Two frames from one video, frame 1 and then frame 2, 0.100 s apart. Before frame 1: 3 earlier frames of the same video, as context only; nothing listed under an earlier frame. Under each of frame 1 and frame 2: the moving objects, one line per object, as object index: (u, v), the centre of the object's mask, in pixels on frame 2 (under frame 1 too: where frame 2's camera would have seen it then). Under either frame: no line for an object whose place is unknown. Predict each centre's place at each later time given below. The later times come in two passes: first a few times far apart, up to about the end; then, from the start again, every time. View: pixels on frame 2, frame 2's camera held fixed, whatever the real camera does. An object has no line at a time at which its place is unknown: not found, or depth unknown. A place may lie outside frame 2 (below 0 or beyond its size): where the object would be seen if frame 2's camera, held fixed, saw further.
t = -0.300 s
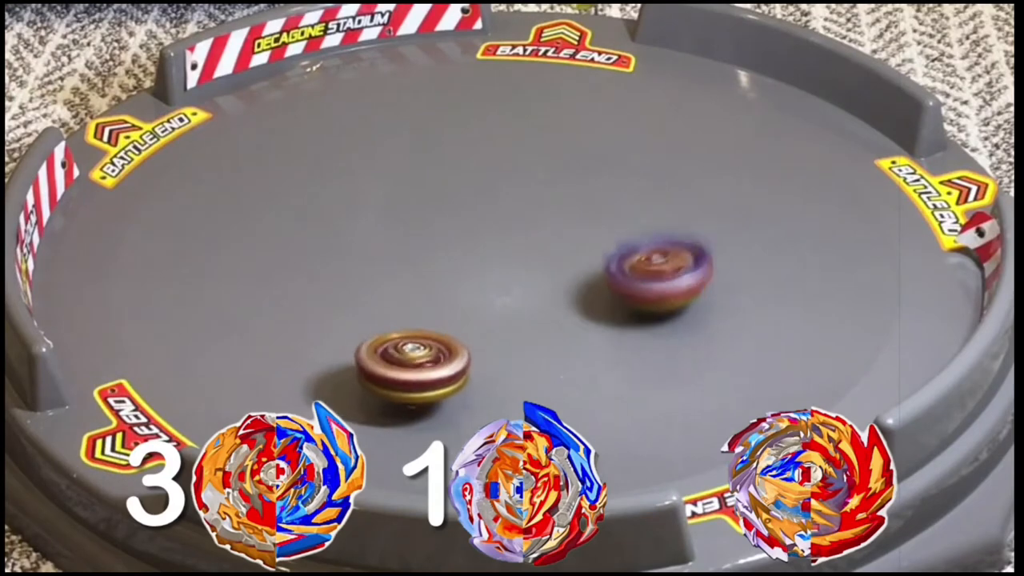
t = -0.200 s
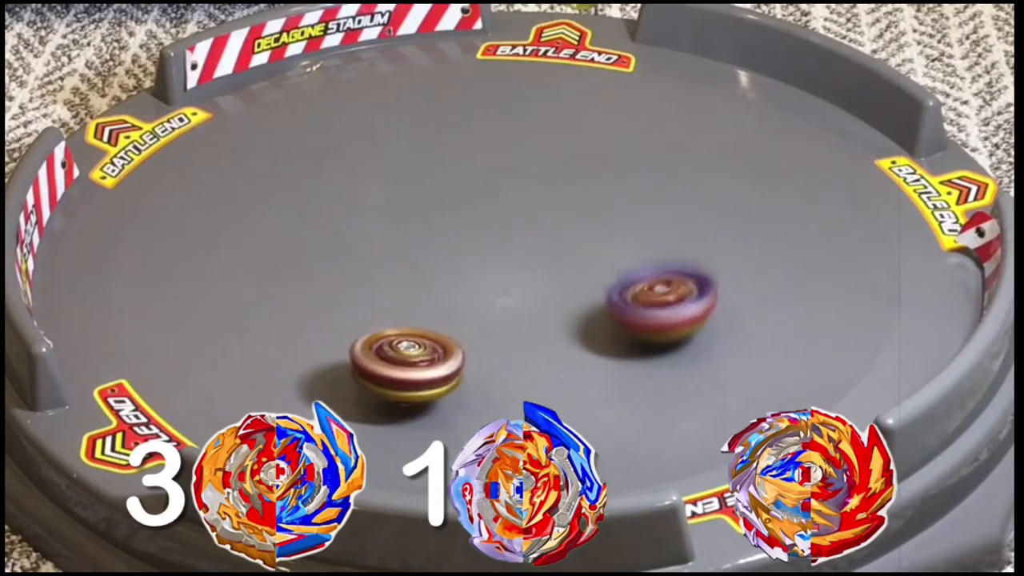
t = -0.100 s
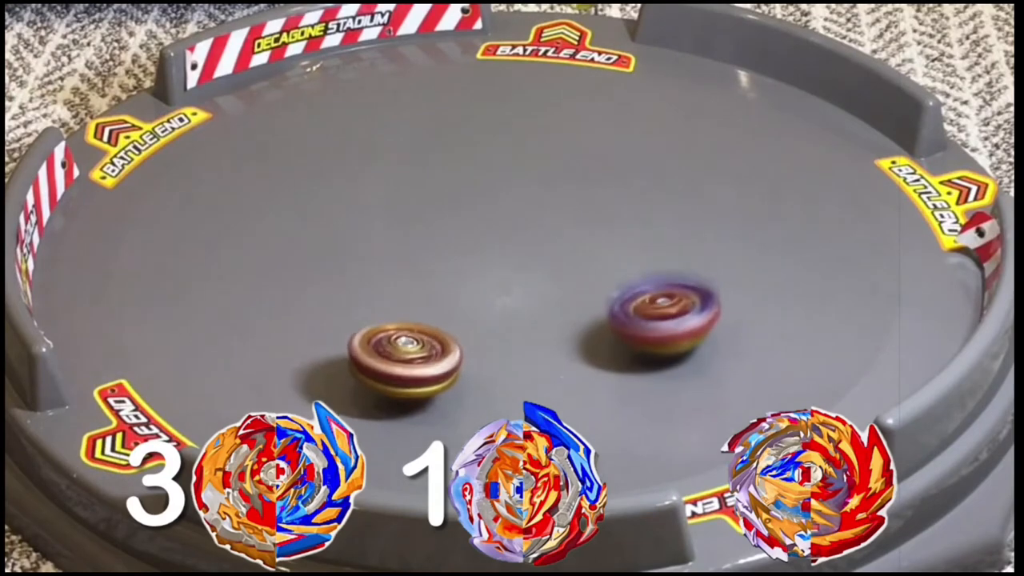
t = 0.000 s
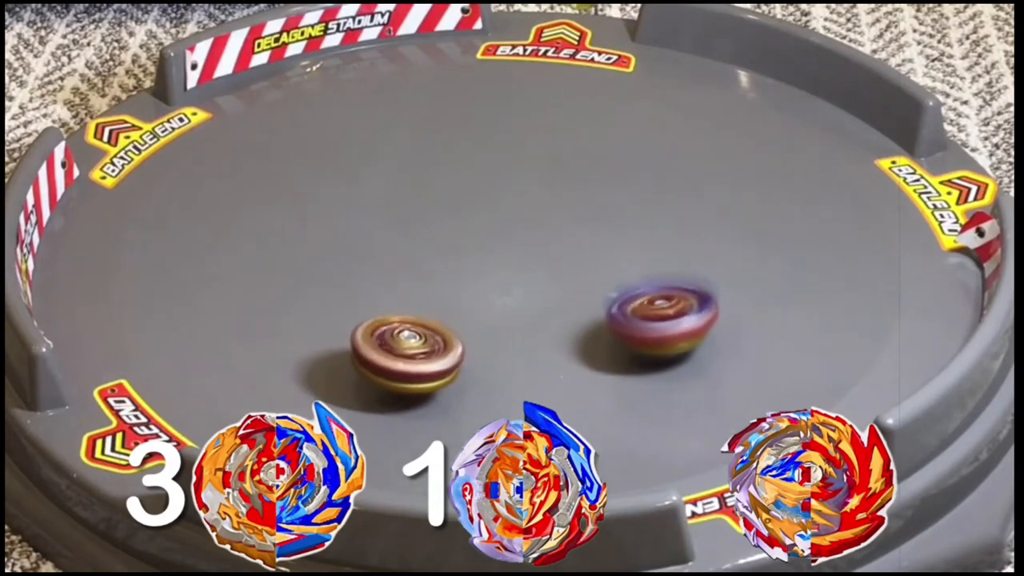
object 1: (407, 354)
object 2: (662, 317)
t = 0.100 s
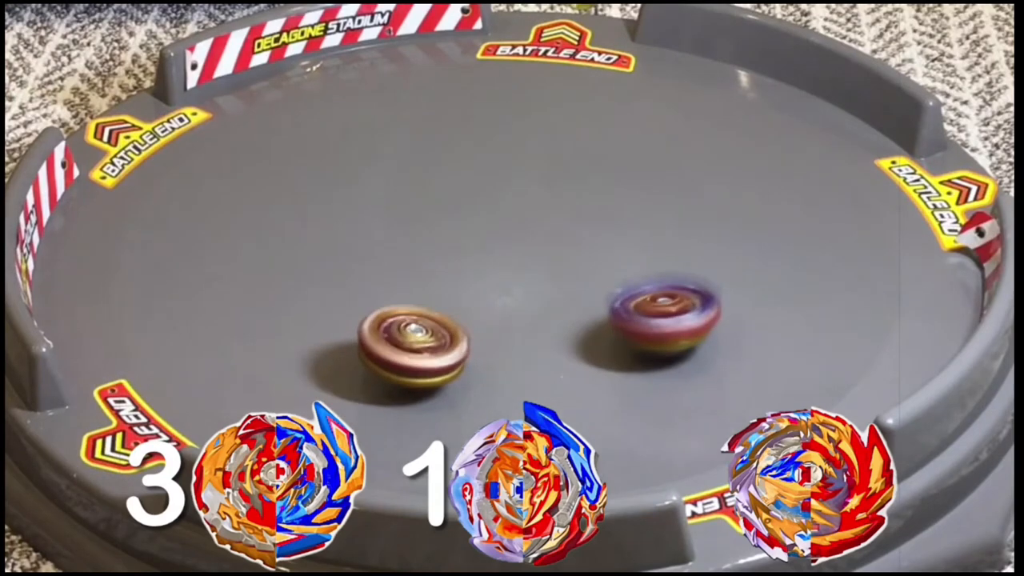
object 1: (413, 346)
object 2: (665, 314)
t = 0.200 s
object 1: (424, 338)
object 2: (671, 319)
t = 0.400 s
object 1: (461, 318)
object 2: (658, 341)
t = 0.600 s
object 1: (531, 293)
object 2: (615, 357)
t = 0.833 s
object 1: (606, 255)
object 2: (553, 364)
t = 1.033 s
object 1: (638, 243)
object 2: (502, 359)
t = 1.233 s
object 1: (660, 243)
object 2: (461, 348)
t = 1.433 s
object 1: (669, 250)
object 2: (438, 335)
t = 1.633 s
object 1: (660, 258)
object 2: (424, 318)
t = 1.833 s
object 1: (636, 263)
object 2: (423, 301)
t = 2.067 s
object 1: (594, 258)
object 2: (437, 283)
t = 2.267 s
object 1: (548, 234)
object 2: (447, 271)
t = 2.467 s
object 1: (539, 205)
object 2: (408, 276)
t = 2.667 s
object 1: (540, 193)
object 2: (429, 273)
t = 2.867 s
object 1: (548, 188)
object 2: (453, 272)
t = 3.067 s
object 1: (554, 193)
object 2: (474, 268)
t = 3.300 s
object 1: (545, 205)
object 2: (490, 267)
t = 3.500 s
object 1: (542, 199)
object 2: (471, 283)
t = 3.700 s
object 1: (545, 189)
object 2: (466, 293)
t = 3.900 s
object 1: (543, 189)
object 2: (488, 289)
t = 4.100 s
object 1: (536, 195)
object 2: (508, 283)
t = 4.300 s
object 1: (519, 203)
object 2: (517, 278)
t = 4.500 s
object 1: (492, 210)
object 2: (517, 273)
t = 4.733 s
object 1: (458, 208)
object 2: (511, 281)
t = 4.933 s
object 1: (442, 205)
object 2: (507, 279)
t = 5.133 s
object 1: (436, 203)
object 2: (502, 274)
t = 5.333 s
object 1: (436, 207)
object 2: (495, 270)
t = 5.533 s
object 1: (437, 213)
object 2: (492, 268)
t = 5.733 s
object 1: (433, 222)
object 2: (504, 276)
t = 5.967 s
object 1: (428, 235)
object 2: (514, 280)
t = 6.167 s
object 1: (422, 246)
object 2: (519, 280)
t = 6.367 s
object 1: (415, 254)
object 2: (519, 277)
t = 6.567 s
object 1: (406, 258)
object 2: (525, 273)
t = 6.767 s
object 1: (403, 259)
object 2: (526, 268)
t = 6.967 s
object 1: (410, 262)
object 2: (522, 264)
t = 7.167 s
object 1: (413, 265)
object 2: (527, 261)
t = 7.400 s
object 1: (421, 270)
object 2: (532, 257)
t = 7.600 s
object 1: (429, 276)
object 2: (536, 256)
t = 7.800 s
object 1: (439, 282)
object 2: (546, 252)
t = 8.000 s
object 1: (448, 288)
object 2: (546, 253)
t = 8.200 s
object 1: (457, 293)
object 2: (541, 254)
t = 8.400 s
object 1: (462, 295)
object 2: (539, 251)
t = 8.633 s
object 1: (464, 298)
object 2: (535, 248)
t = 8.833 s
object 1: (447, 303)
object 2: (540, 243)
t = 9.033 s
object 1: (441, 297)
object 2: (536, 241)
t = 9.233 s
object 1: (452, 290)
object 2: (528, 244)
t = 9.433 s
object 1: (461, 290)
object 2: (538, 237)
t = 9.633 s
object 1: (475, 292)
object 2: (539, 237)
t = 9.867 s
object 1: (488, 297)
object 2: (532, 240)
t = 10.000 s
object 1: (491, 300)
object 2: (527, 241)
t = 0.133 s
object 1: (416, 343)
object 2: (668, 315)
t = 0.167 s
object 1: (420, 341)
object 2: (670, 317)
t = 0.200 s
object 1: (424, 338)
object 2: (671, 319)
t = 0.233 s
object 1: (428, 335)
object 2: (671, 322)
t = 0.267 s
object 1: (434, 332)
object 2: (671, 326)
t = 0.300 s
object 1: (439, 328)
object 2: (670, 330)
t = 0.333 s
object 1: (446, 325)
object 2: (667, 334)
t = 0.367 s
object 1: (453, 321)
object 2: (663, 338)
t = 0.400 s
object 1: (461, 318)
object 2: (658, 341)
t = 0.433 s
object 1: (470, 315)
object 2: (652, 345)
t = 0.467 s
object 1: (480, 311)
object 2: (646, 348)
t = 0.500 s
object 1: (491, 308)
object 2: (639, 350)
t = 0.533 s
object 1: (504, 303)
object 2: (632, 353)
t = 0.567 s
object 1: (517, 298)
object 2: (625, 356)
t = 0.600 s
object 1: (531, 293)
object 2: (615, 357)
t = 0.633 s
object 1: (543, 288)
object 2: (608, 361)
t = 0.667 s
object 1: (556, 282)
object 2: (599, 362)
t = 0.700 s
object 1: (568, 276)
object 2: (590, 363)
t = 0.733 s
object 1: (579, 270)
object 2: (580, 364)
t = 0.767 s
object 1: (589, 264)
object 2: (570, 364)
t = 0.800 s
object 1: (598, 259)
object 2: (562, 365)
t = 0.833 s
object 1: (606, 255)
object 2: (553, 364)
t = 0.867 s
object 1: (613, 251)
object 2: (545, 363)
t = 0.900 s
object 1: (619, 249)
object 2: (536, 362)
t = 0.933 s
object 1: (624, 247)
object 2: (527, 361)
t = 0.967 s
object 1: (629, 245)
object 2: (518, 361)
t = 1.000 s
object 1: (634, 244)
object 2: (510, 360)
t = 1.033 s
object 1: (638, 243)
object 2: (502, 359)
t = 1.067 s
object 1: (642, 243)
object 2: (494, 356)
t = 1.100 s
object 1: (647, 242)
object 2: (487, 356)
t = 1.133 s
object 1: (651, 242)
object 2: (480, 353)
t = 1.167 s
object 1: (654, 242)
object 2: (473, 352)
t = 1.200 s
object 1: (658, 243)
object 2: (466, 350)
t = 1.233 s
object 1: (660, 243)
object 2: (461, 348)
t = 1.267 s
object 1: (663, 244)
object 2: (456, 346)
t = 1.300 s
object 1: (665, 245)
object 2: (452, 343)
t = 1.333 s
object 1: (666, 246)
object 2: (448, 341)
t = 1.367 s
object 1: (668, 247)
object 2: (444, 340)
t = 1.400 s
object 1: (669, 249)
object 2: (441, 338)
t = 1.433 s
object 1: (669, 250)
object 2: (438, 335)
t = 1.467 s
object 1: (669, 251)
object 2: (436, 332)
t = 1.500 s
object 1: (668, 253)
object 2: (432, 329)
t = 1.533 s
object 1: (667, 254)
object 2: (430, 327)
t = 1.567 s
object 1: (665, 256)
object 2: (428, 324)
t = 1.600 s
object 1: (663, 257)
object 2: (426, 321)
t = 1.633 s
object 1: (660, 258)
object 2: (424, 318)
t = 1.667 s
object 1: (657, 260)
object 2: (423, 316)
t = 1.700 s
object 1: (654, 260)
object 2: (422, 312)
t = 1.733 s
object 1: (650, 262)
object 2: (422, 310)
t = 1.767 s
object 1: (646, 262)
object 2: (422, 307)
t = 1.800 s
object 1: (641, 263)
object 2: (422, 303)
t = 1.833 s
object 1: (636, 263)
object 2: (423, 301)
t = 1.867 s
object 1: (631, 263)
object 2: (424, 298)
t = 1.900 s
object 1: (625, 263)
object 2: (425, 295)
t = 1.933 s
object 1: (619, 262)
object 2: (427, 293)
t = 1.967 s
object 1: (613, 262)
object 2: (429, 290)
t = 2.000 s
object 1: (607, 261)
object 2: (432, 287)
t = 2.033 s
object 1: (601, 260)
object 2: (434, 286)
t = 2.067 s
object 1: (594, 258)
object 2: (437, 283)
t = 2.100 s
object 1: (586, 256)
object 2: (441, 281)
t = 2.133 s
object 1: (578, 253)
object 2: (444, 278)
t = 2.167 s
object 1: (568, 250)
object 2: (447, 276)
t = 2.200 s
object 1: (557, 246)
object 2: (452, 275)
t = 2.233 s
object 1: (546, 242)
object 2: (456, 271)
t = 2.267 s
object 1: (548, 234)
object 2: (447, 271)
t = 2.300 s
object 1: (550, 226)
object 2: (427, 275)
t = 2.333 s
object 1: (547, 220)
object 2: (418, 277)
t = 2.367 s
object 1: (543, 215)
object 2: (411, 277)
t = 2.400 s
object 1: (542, 211)
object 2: (408, 277)
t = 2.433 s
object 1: (540, 208)
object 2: (408, 276)
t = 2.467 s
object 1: (539, 205)
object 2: (408, 276)
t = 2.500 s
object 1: (538, 202)
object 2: (411, 275)
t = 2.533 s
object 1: (538, 200)
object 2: (414, 275)
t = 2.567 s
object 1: (538, 198)
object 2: (417, 275)
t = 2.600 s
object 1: (539, 196)
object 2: (421, 273)
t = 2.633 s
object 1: (539, 194)
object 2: (425, 273)
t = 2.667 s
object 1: (540, 193)
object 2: (429, 273)
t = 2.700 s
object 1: (541, 191)
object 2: (433, 272)
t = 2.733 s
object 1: (542, 190)
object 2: (437, 272)
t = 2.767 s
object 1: (544, 189)
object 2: (441, 272)
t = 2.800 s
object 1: (545, 189)
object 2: (445, 272)
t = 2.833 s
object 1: (547, 188)
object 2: (449, 272)
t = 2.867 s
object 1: (548, 188)
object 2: (453, 272)
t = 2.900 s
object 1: (550, 189)
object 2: (457, 271)
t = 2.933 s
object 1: (551, 189)
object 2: (460, 271)
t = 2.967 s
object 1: (552, 190)
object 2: (465, 270)
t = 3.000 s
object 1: (553, 191)
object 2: (468, 270)
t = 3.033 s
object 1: (553, 192)
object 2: (472, 269)
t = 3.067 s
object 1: (554, 193)
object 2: (474, 268)
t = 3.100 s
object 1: (553, 195)
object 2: (477, 269)
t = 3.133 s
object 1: (553, 196)
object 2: (480, 268)
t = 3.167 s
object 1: (552, 198)
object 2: (483, 268)
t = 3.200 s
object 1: (551, 199)
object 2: (485, 267)
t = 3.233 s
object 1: (549, 201)
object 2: (487, 267)
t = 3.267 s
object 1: (547, 203)
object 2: (488, 267)
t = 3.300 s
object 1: (545, 205)
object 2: (490, 267)
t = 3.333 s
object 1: (542, 207)
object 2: (490, 267)
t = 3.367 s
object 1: (539, 208)
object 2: (491, 267)
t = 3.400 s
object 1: (537, 209)
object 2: (491, 267)
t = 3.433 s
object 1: (533, 210)
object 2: (490, 268)
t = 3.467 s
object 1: (535, 206)
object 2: (480, 276)
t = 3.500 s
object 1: (542, 199)
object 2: (471, 283)
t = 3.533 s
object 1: (546, 195)
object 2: (465, 288)
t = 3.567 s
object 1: (546, 194)
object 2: (462, 290)
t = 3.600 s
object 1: (545, 193)
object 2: (462, 293)
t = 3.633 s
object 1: (545, 191)
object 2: (462, 293)
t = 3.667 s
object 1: (545, 191)
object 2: (464, 293)
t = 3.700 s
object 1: (545, 189)
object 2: (466, 293)
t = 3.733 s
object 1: (545, 189)
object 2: (469, 293)
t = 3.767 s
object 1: (545, 189)
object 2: (473, 293)
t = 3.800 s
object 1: (545, 189)
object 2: (476, 292)
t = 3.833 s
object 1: (544, 189)
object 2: (481, 291)
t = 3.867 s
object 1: (544, 189)
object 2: (485, 289)
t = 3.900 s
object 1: (543, 189)
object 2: (488, 289)
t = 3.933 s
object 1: (543, 190)
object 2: (491, 288)
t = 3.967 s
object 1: (542, 191)
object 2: (495, 286)
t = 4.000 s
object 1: (541, 191)
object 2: (499, 285)
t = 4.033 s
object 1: (539, 193)
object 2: (502, 286)
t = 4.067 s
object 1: (537, 193)
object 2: (505, 284)
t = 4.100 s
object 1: (536, 195)
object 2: (508, 283)
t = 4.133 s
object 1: (534, 196)
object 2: (510, 282)
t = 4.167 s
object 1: (531, 198)
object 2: (512, 281)
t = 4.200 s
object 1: (529, 199)
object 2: (513, 279)
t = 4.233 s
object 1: (525, 201)
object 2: (516, 280)
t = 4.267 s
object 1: (523, 202)
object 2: (516, 279)
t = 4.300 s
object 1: (519, 203)
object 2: (517, 278)
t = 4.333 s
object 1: (516, 204)
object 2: (517, 277)
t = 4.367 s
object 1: (512, 205)
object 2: (518, 277)
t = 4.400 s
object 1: (507, 207)
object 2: (518, 275)
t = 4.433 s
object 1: (502, 208)
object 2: (518, 274)
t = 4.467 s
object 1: (497, 209)
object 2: (518, 273)
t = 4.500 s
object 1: (492, 210)
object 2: (517, 273)
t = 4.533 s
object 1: (486, 211)
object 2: (516, 272)
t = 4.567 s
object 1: (481, 210)
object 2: (516, 274)
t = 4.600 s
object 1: (475, 210)
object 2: (515, 277)
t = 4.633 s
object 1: (469, 209)
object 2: (514, 279)
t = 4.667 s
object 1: (465, 209)
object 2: (512, 280)
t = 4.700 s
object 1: (461, 209)
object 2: (512, 281)
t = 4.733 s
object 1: (458, 208)
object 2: (511, 281)
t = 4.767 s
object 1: (455, 208)
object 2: (510, 280)
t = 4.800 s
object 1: (452, 207)
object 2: (510, 280)
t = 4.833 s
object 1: (449, 206)
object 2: (509, 280)
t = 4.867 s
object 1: (447, 206)
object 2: (508, 279)
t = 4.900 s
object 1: (445, 205)
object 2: (507, 279)
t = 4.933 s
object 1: (442, 205)
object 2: (507, 279)
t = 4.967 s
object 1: (440, 204)
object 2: (507, 278)
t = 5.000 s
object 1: (439, 204)
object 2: (506, 277)
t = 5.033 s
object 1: (438, 203)
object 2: (505, 276)
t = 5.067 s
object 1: (437, 203)
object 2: (504, 275)
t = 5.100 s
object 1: (437, 203)
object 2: (503, 275)
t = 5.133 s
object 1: (436, 203)
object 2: (502, 274)
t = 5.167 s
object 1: (436, 203)
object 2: (501, 273)
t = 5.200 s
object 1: (436, 204)
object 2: (499, 273)
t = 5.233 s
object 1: (436, 205)
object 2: (498, 272)
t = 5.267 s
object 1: (436, 205)
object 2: (497, 271)
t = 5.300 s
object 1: (436, 206)
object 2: (496, 271)
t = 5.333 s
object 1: (436, 207)
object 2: (495, 270)
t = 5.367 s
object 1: (436, 209)
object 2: (494, 269)
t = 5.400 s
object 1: (436, 210)
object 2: (494, 268)
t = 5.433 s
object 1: (435, 211)
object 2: (492, 267)
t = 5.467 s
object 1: (434, 211)
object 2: (492, 267)
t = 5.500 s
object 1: (436, 212)
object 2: (491, 267)
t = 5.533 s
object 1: (437, 213)
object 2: (492, 268)
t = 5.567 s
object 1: (436, 214)
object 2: (493, 270)
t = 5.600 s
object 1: (436, 216)
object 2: (495, 271)
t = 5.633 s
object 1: (434, 217)
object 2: (497, 272)
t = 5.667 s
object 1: (434, 219)
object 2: (500, 274)
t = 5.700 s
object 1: (434, 220)
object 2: (501, 275)
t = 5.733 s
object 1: (433, 222)
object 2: (504, 276)
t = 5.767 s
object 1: (432, 224)
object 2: (506, 277)
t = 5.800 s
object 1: (431, 225)
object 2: (508, 277)
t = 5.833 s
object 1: (431, 227)
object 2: (509, 278)
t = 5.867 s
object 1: (430, 229)
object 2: (510, 279)
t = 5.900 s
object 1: (429, 230)
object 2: (510, 279)
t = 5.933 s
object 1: (429, 233)
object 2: (512, 280)
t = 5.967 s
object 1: (428, 235)
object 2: (514, 280)
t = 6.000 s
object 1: (427, 236)
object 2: (515, 281)
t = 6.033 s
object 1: (425, 238)
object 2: (516, 281)
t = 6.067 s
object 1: (425, 240)
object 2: (516, 281)
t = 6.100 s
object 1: (424, 242)
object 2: (516, 281)
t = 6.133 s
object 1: (423, 244)
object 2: (517, 281)
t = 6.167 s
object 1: (422, 246)
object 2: (519, 280)
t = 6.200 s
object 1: (421, 247)
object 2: (519, 280)
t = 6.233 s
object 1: (420, 249)
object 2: (519, 279)
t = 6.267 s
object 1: (419, 251)
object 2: (519, 279)
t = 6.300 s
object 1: (418, 252)
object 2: (518, 279)
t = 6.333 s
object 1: (417, 253)
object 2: (518, 279)
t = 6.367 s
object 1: (415, 254)
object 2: (519, 277)
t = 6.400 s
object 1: (413, 254)
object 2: (519, 276)
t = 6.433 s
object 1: (412, 255)
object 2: (519, 276)
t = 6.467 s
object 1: (410, 256)
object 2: (521, 276)
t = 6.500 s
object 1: (408, 256)
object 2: (524, 275)
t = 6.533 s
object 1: (407, 257)
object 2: (525, 274)
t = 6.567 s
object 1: (406, 258)
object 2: (525, 273)
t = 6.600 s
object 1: (403, 258)
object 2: (526, 273)
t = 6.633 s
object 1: (403, 258)
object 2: (527, 272)
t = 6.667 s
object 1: (403, 258)
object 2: (527, 272)
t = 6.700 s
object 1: (402, 259)
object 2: (526, 269)
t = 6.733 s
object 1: (402, 259)
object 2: (526, 269)
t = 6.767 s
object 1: (403, 259)
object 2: (526, 268)
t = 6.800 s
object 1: (404, 259)
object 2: (526, 266)
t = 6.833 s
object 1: (404, 260)
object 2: (524, 266)
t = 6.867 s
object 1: (406, 260)
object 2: (524, 266)
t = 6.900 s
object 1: (407, 261)
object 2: (523, 265)
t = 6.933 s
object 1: (408, 261)
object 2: (523, 264)
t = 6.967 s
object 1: (410, 262)
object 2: (522, 264)
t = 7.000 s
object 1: (412, 263)
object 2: (521, 263)
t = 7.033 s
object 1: (413, 263)
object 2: (522, 262)
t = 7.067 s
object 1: (412, 263)
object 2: (522, 262)
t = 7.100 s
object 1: (412, 263)
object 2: (524, 262)
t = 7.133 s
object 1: (413, 264)
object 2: (526, 261)
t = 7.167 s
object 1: (413, 265)
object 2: (527, 261)
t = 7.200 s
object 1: (413, 265)
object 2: (528, 260)
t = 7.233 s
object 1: (415, 266)
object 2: (529, 259)
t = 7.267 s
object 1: (415, 267)
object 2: (530, 258)
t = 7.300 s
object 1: (416, 267)
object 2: (531, 258)
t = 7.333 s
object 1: (418, 268)
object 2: (532, 257)
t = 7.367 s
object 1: (419, 269)
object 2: (532, 257)
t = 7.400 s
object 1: (421, 270)
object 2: (532, 257)
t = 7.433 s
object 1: (423, 271)
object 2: (532, 256)
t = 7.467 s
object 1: (425, 272)
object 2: (532, 256)
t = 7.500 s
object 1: (426, 273)
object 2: (532, 256)
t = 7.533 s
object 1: (428, 274)
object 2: (532, 256)
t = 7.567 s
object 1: (430, 275)
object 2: (532, 256)
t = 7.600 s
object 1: (429, 276)
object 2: (536, 256)
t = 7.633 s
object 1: (432, 276)
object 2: (538, 254)
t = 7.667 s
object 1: (434, 278)
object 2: (540, 254)
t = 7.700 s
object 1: (434, 279)
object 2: (542, 254)
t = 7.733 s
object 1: (435, 280)
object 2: (544, 254)
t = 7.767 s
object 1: (438, 281)
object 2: (545, 254)
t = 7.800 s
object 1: (439, 282)
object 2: (546, 252)
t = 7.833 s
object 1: (439, 284)
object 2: (547, 253)
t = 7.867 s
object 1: (441, 284)
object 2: (547, 253)
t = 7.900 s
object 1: (444, 285)
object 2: (547, 253)
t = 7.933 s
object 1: (445, 287)
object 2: (547, 253)
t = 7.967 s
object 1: (446, 287)
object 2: (547, 253)
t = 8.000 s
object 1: (448, 288)
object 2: (546, 253)
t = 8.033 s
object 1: (450, 289)
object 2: (546, 253)
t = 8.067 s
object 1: (451, 289)
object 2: (544, 253)
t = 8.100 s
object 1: (453, 290)
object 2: (544, 253)
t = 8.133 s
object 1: (455, 291)
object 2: (542, 253)
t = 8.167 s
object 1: (456, 292)
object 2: (541, 254)
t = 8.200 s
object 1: (457, 293)
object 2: (541, 254)
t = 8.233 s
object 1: (457, 293)
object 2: (540, 254)
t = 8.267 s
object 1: (458, 293)
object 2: (540, 253)
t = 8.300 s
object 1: (460, 294)
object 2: (540, 252)
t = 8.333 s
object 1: (460, 295)
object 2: (540, 252)
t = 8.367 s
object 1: (460, 295)
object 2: (539, 252)
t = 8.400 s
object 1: (462, 295)
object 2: (539, 251)
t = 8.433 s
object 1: (463, 296)
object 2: (538, 251)
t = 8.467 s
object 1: (463, 296)
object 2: (537, 251)
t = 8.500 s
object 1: (465, 296)
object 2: (537, 250)
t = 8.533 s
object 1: (467, 296)
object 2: (535, 250)
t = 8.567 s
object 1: (467, 297)
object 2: (535, 249)
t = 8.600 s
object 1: (468, 296)
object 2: (533, 248)
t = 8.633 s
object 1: (464, 298)
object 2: (535, 248)
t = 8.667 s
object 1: (459, 301)
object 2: (538, 247)
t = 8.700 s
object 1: (456, 302)
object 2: (540, 246)
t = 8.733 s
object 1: (454, 302)
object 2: (541, 245)
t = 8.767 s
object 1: (452, 303)
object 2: (542, 244)
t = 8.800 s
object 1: (449, 303)
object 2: (541, 243)
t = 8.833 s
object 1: (447, 303)
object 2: (540, 243)
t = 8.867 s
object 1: (446, 302)
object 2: (540, 242)
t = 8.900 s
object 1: (444, 302)
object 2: (539, 241)
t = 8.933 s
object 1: (442, 301)
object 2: (538, 241)
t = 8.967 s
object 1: (441, 300)
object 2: (537, 242)
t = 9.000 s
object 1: (441, 299)
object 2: (536, 241)
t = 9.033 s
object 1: (441, 297)
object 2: (536, 241)
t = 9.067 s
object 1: (441, 296)
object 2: (534, 242)
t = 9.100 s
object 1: (443, 295)
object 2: (533, 242)
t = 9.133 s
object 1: (444, 293)
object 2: (531, 243)
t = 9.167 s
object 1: (447, 292)
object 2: (530, 244)
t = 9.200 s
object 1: (448, 291)
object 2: (529, 244)
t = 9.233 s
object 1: (452, 290)
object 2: (528, 244)
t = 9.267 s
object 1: (456, 289)
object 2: (527, 245)
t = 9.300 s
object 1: (455, 289)
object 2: (530, 244)
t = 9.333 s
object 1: (453, 289)
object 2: (534, 241)
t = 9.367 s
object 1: (455, 288)
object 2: (536, 239)
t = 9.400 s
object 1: (459, 289)
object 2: (538, 238)
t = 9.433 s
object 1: (461, 290)
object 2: (538, 237)
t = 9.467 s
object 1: (462, 290)
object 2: (538, 237)
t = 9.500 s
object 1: (465, 290)
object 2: (539, 237)
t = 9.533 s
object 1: (468, 291)
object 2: (539, 237)
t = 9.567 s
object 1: (471, 292)
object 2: (539, 236)
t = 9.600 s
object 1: (472, 292)
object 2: (539, 237)
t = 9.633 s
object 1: (475, 292)
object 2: (539, 237)
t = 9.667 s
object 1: (478, 293)
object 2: (538, 237)
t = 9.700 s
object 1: (481, 294)
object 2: (537, 238)
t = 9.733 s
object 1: (482, 295)
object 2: (536, 238)
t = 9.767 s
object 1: (484, 294)
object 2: (535, 238)
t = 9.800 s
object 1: (487, 295)
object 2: (534, 239)
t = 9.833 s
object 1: (489, 296)
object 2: (532, 240)
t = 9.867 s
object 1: (488, 297)
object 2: (532, 240)
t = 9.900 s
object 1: (489, 297)
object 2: (531, 240)
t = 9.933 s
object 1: (491, 297)
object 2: (530, 240)
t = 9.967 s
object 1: (493, 300)
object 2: (528, 240)
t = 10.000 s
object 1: (491, 300)
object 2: (527, 241)
